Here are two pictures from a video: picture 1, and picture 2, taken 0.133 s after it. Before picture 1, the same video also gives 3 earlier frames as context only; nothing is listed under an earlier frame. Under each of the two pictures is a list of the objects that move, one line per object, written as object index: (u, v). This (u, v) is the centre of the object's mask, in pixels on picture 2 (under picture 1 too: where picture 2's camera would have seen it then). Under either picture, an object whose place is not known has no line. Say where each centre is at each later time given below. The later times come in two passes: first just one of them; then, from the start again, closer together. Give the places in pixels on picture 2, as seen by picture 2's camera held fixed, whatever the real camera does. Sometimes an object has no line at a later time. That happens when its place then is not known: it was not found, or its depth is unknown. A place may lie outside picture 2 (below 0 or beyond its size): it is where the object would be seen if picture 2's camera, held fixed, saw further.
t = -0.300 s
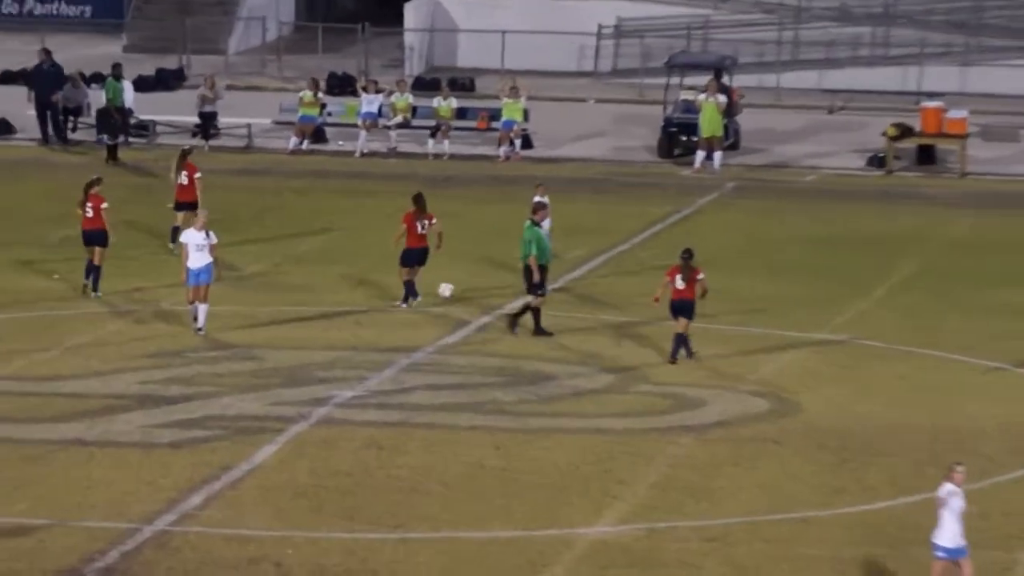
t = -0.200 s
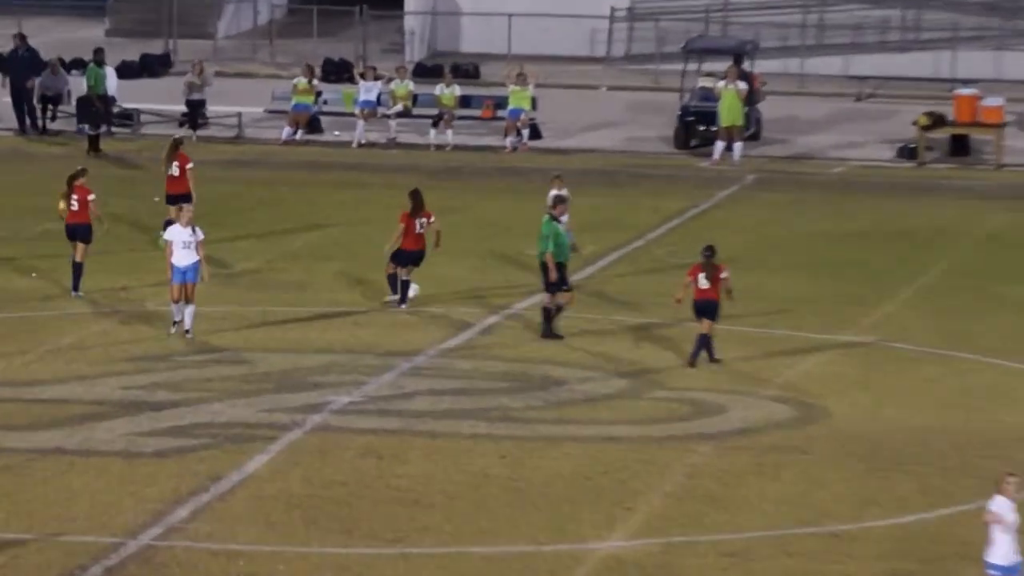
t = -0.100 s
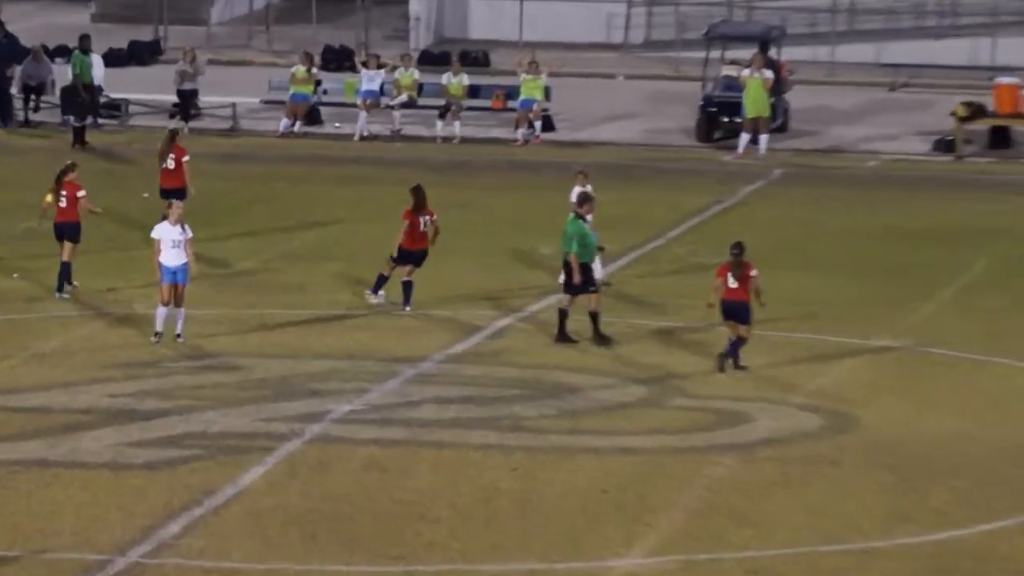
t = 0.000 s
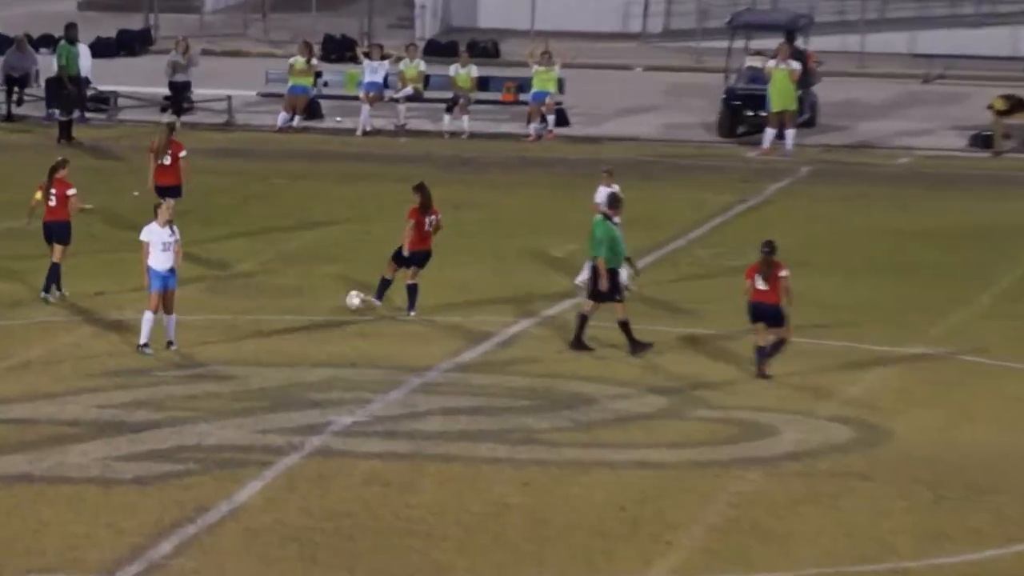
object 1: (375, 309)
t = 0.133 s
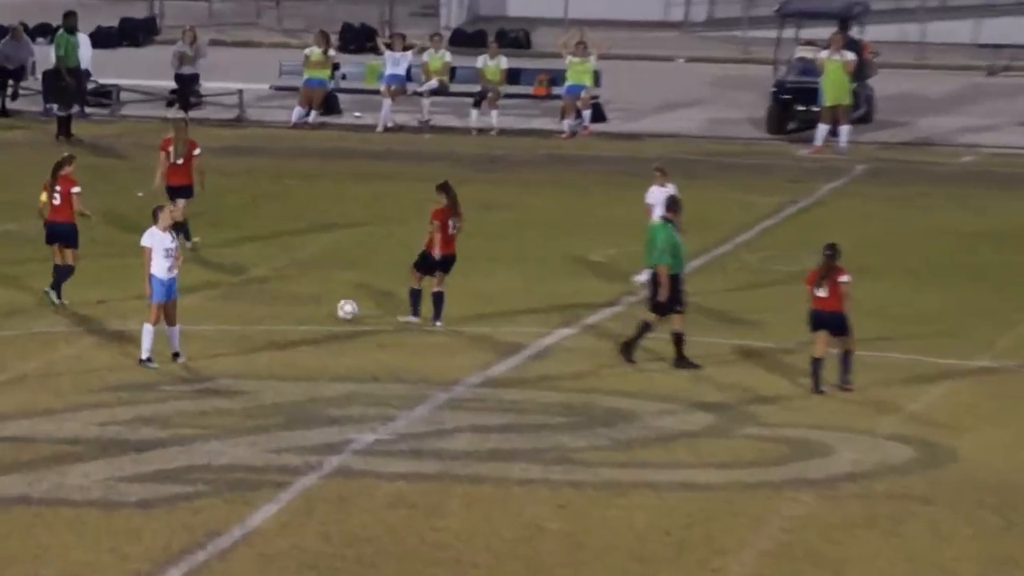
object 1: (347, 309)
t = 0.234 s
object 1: (325, 307)
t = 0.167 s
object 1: (340, 311)
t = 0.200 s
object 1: (332, 308)
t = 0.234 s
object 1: (325, 307)
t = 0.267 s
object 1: (317, 307)
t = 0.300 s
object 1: (311, 308)
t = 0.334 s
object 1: (304, 310)
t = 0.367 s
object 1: (297, 310)
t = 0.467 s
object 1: (277, 308)
